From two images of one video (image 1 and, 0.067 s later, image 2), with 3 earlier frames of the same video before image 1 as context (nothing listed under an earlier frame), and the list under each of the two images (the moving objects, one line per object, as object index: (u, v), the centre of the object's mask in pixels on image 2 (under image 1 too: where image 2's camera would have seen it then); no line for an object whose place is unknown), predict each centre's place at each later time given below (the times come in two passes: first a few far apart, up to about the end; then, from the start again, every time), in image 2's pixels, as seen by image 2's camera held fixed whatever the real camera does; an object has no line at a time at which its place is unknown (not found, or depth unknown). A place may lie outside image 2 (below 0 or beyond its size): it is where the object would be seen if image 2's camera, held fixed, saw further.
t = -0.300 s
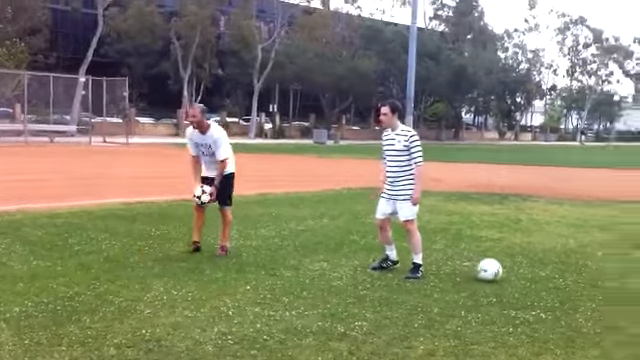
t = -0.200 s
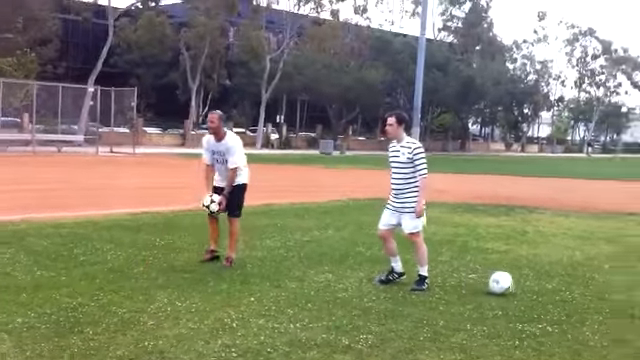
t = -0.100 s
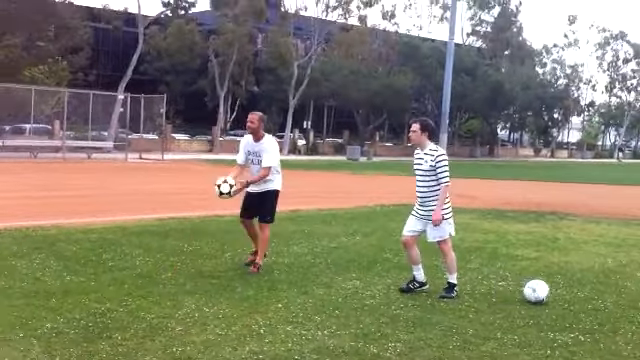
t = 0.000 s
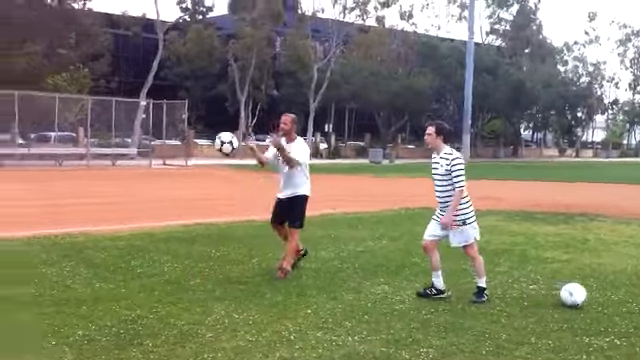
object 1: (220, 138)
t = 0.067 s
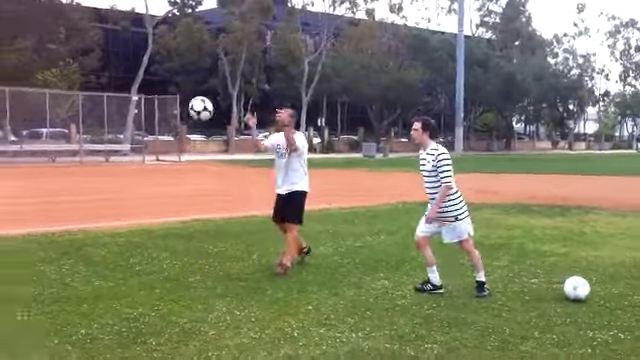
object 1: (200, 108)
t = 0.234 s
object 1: (148, 51)
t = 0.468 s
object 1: (70, 13)
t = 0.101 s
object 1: (191, 94)
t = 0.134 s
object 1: (181, 82)
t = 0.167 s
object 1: (171, 72)
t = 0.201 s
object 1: (160, 61)
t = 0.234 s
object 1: (148, 51)
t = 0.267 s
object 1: (137, 41)
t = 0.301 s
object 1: (127, 34)
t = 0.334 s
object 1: (116, 28)
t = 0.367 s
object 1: (103, 22)
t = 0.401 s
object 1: (92, 17)
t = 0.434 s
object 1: (81, 14)
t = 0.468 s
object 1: (70, 13)
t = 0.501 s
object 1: (60, 13)
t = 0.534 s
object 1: (52, 17)
